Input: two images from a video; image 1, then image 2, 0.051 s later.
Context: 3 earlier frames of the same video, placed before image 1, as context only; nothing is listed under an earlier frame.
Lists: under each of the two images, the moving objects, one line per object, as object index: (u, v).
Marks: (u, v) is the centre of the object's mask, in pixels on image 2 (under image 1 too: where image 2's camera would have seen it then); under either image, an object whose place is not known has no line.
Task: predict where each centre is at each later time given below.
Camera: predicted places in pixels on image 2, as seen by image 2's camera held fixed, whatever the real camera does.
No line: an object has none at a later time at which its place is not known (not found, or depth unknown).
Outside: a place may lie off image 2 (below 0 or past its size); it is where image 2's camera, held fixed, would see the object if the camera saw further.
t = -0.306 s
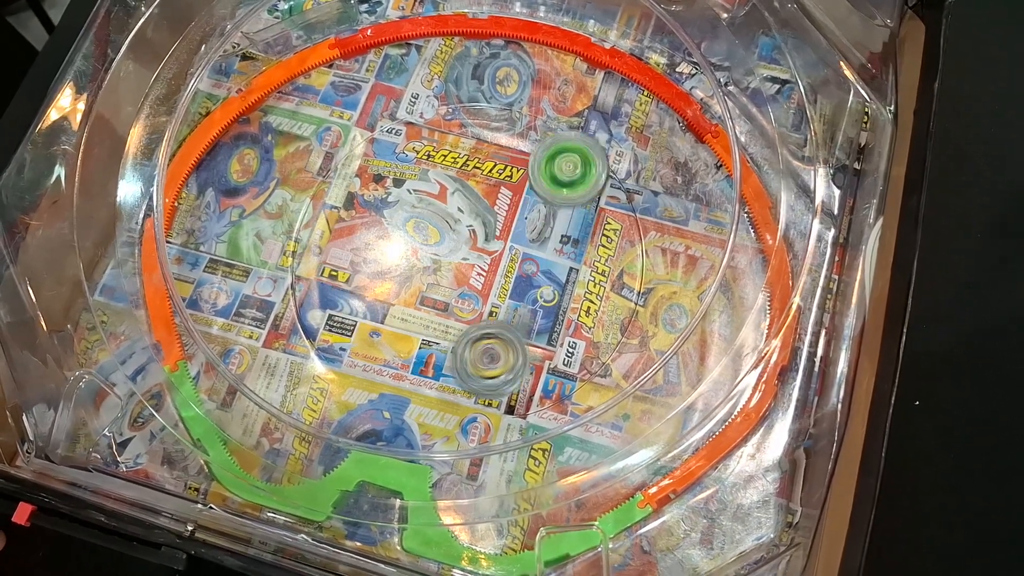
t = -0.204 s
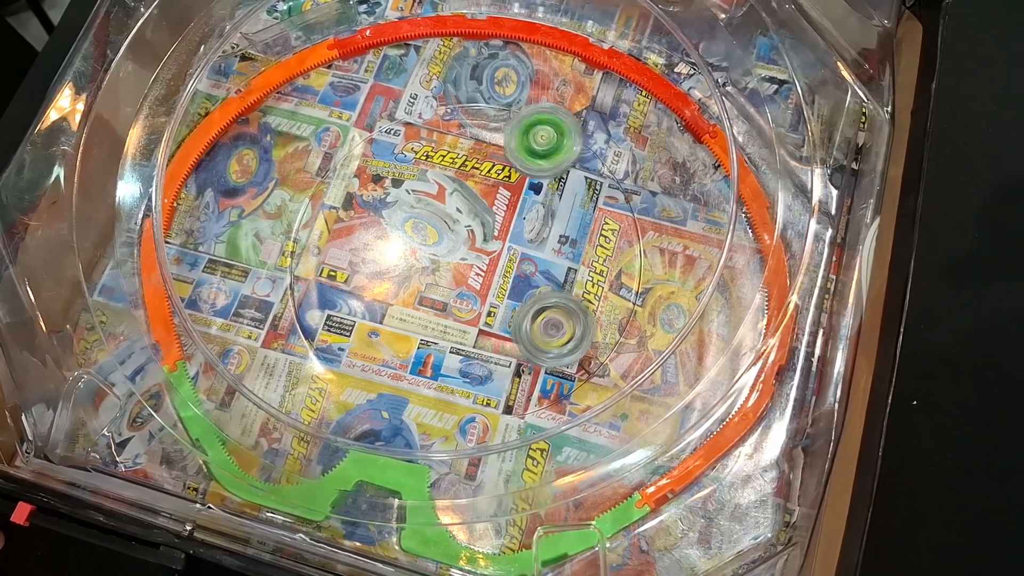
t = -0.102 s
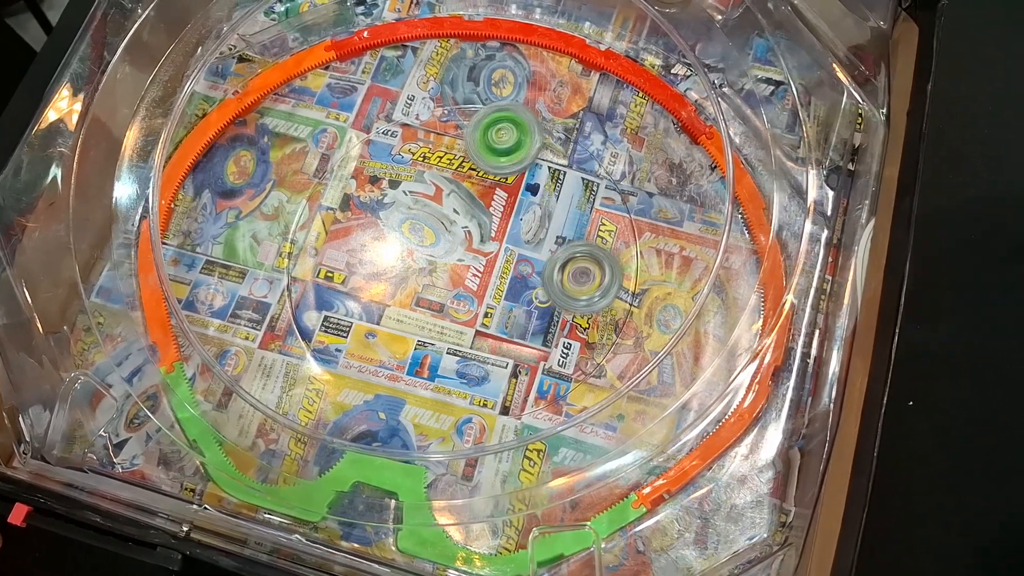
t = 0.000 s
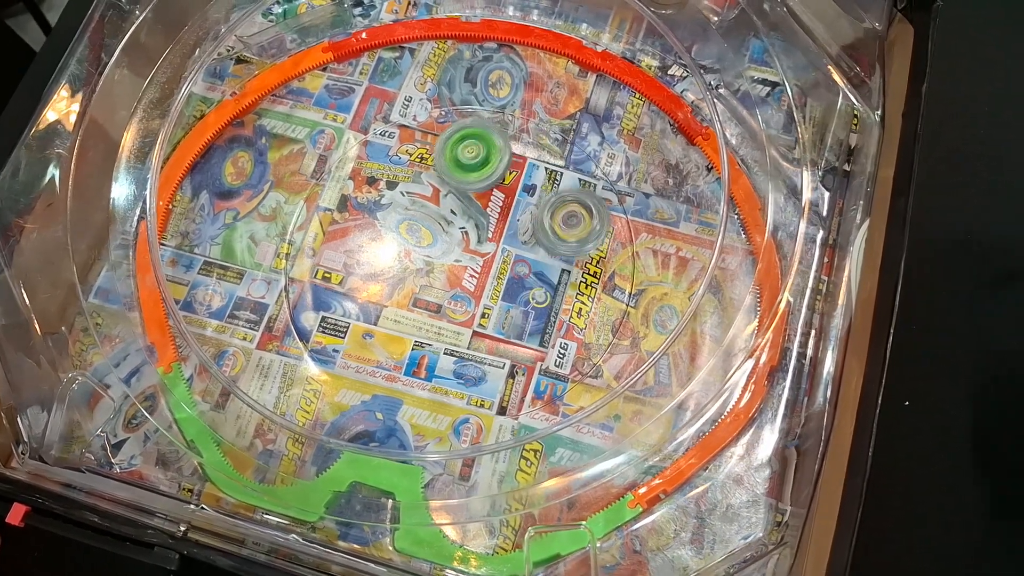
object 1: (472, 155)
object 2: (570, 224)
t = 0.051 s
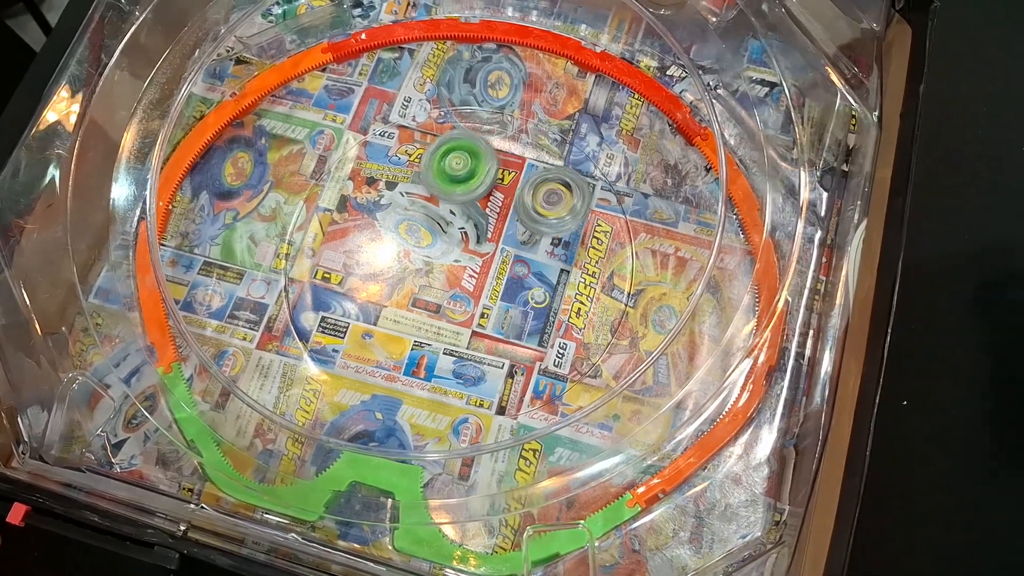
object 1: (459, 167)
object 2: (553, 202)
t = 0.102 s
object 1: (448, 182)
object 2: (529, 187)
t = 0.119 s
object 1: (439, 188)
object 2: (526, 184)
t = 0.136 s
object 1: (429, 194)
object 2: (524, 182)
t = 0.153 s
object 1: (417, 202)
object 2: (521, 182)
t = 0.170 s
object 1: (408, 208)
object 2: (517, 182)
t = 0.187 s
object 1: (399, 219)
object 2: (513, 184)
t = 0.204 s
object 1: (390, 229)
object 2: (508, 185)
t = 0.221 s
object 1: (383, 241)
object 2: (502, 188)
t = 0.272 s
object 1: (365, 278)
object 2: (480, 200)
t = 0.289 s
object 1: (361, 291)
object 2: (473, 206)
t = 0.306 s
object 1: (360, 304)
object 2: (466, 211)
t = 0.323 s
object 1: (360, 317)
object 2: (459, 216)
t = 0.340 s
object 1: (361, 331)
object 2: (452, 222)
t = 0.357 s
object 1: (365, 344)
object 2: (447, 228)
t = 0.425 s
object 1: (395, 391)
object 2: (427, 251)
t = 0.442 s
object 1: (405, 402)
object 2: (425, 256)
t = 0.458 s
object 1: (419, 410)
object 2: (422, 261)
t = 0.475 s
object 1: (432, 416)
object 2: (421, 267)
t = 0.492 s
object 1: (443, 419)
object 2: (421, 271)
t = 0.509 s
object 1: (456, 429)
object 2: (421, 275)
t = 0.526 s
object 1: (468, 434)
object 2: (422, 279)
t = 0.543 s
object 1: (478, 437)
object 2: (423, 283)
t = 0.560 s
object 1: (486, 438)
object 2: (426, 286)
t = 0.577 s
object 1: (493, 439)
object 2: (429, 289)
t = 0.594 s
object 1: (498, 439)
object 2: (433, 292)
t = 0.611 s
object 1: (504, 438)
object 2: (437, 295)
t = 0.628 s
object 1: (508, 437)
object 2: (442, 297)
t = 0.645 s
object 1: (511, 436)
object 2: (447, 300)
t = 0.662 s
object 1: (514, 434)
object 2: (453, 301)
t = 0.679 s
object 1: (517, 432)
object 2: (459, 303)
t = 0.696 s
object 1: (519, 430)
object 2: (466, 304)
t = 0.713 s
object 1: (521, 429)
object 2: (472, 304)
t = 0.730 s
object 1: (523, 426)
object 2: (479, 304)
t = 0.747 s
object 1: (524, 424)
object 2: (483, 303)
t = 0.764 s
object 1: (526, 422)
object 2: (489, 303)
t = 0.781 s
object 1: (527, 420)
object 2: (493, 303)
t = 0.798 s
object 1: (528, 418)
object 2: (498, 302)
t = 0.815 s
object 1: (529, 415)
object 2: (502, 301)
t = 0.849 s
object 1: (532, 410)
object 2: (504, 300)
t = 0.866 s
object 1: (532, 408)
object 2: (505, 299)
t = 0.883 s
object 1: (533, 406)
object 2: (505, 298)
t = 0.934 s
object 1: (535, 399)
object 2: (500, 289)
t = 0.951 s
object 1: (535, 397)
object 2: (497, 285)
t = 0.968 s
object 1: (536, 395)
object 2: (493, 281)
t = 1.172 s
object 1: (543, 306)
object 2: (447, 236)
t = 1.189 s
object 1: (543, 296)
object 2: (445, 235)
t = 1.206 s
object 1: (542, 286)
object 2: (443, 234)
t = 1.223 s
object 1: (540, 275)
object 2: (441, 235)
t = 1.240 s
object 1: (537, 266)
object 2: (439, 235)
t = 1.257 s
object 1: (534, 255)
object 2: (437, 237)
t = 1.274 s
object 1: (528, 244)
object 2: (436, 239)
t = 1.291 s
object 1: (522, 236)
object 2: (434, 241)
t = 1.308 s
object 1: (515, 225)
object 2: (432, 245)
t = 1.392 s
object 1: (465, 184)
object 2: (424, 267)
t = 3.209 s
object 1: (573, 141)
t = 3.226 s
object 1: (563, 133)
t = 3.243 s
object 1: (552, 126)
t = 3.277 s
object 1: (525, 112)
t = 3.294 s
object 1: (512, 108)
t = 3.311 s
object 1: (496, 105)
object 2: (418, 248)
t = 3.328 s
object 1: (483, 104)
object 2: (419, 248)
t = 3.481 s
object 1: (350, 168)
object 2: (445, 269)
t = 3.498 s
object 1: (340, 182)
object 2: (448, 273)
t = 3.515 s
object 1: (331, 198)
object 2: (452, 278)
